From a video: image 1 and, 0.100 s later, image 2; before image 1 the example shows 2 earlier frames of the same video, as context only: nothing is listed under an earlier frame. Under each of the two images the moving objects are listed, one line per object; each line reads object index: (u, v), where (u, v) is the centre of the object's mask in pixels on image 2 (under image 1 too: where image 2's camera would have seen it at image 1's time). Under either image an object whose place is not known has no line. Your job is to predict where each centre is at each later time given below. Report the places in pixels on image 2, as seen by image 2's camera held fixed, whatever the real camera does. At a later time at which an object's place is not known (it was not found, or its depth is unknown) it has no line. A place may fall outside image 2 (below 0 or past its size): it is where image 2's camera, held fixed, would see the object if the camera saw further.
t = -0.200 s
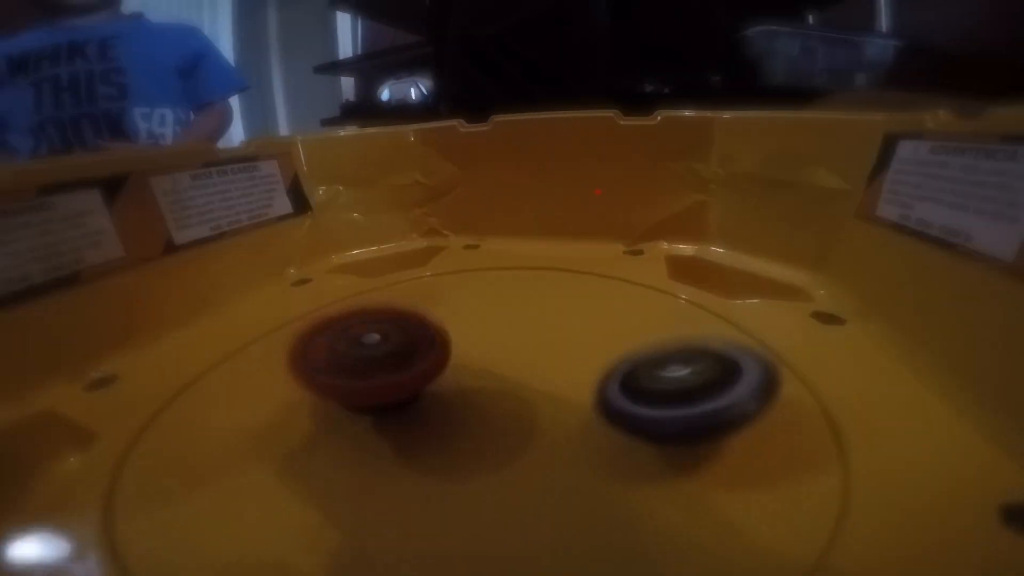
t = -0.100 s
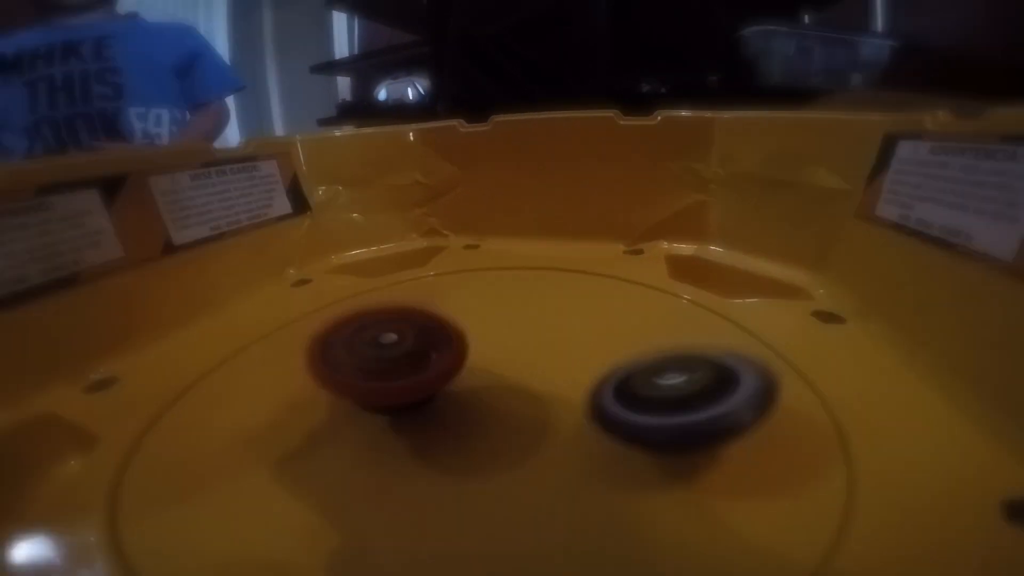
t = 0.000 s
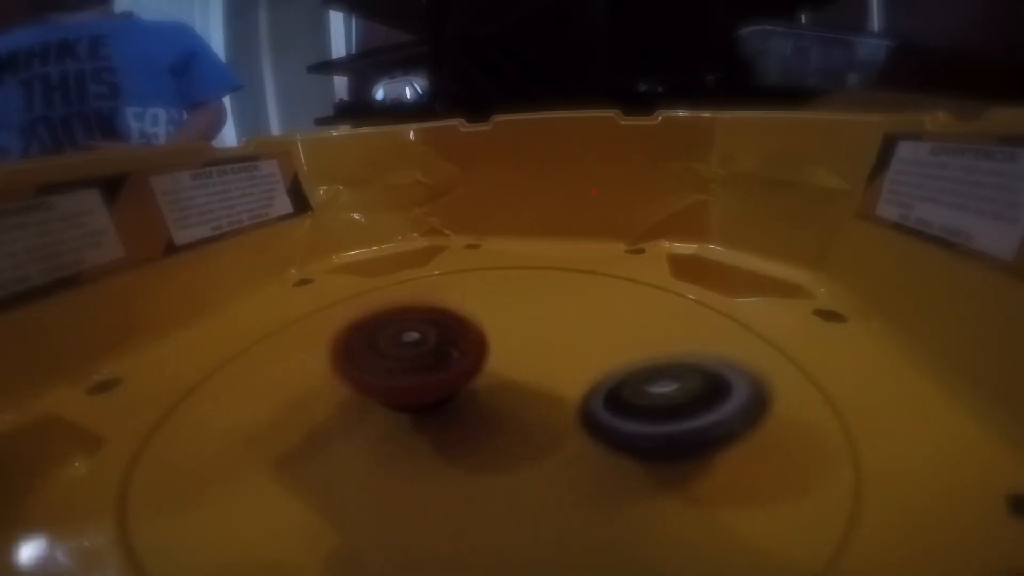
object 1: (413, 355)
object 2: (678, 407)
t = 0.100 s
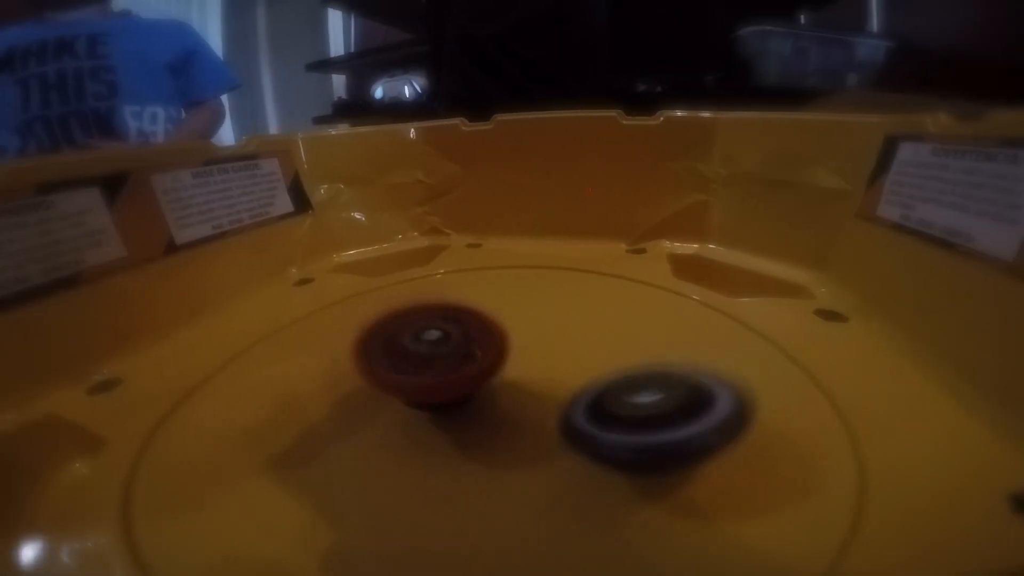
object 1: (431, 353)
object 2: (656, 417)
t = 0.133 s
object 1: (436, 353)
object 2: (648, 422)
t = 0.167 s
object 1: (441, 353)
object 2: (638, 427)
